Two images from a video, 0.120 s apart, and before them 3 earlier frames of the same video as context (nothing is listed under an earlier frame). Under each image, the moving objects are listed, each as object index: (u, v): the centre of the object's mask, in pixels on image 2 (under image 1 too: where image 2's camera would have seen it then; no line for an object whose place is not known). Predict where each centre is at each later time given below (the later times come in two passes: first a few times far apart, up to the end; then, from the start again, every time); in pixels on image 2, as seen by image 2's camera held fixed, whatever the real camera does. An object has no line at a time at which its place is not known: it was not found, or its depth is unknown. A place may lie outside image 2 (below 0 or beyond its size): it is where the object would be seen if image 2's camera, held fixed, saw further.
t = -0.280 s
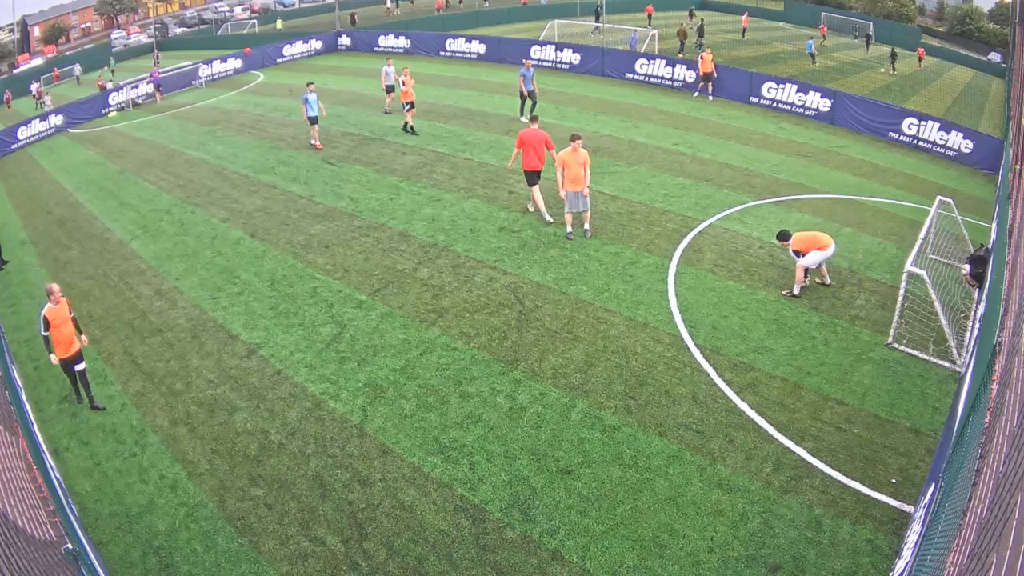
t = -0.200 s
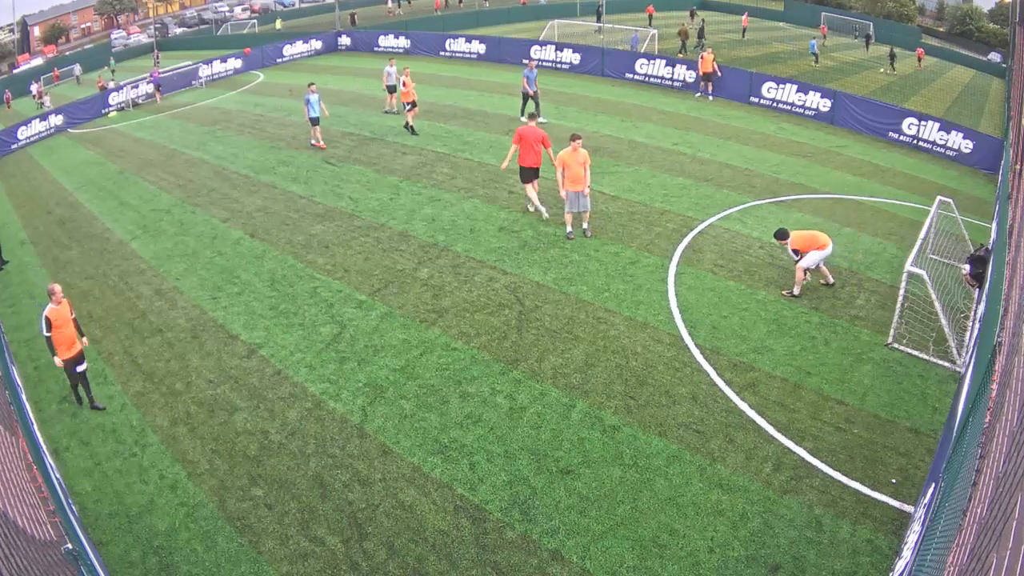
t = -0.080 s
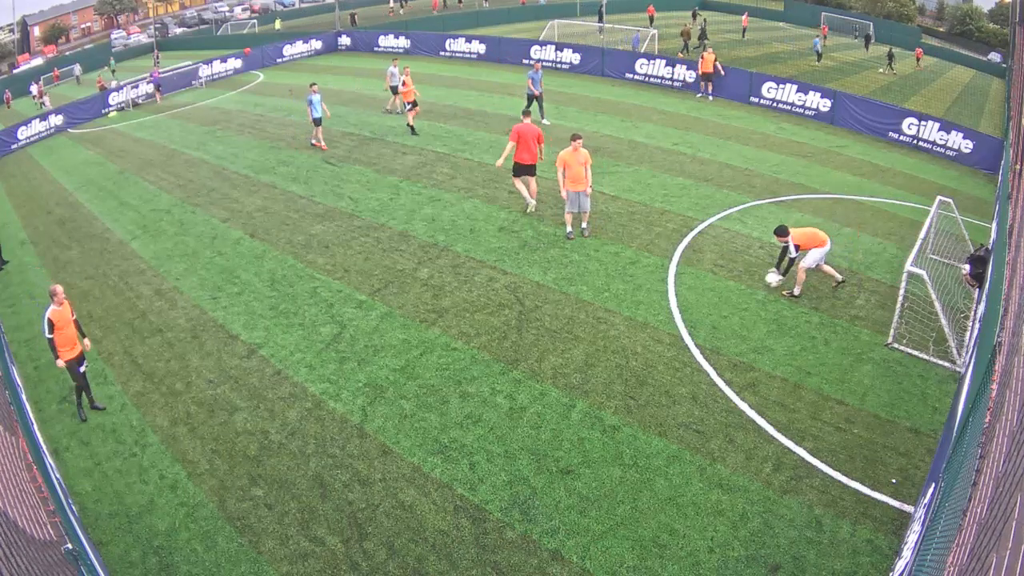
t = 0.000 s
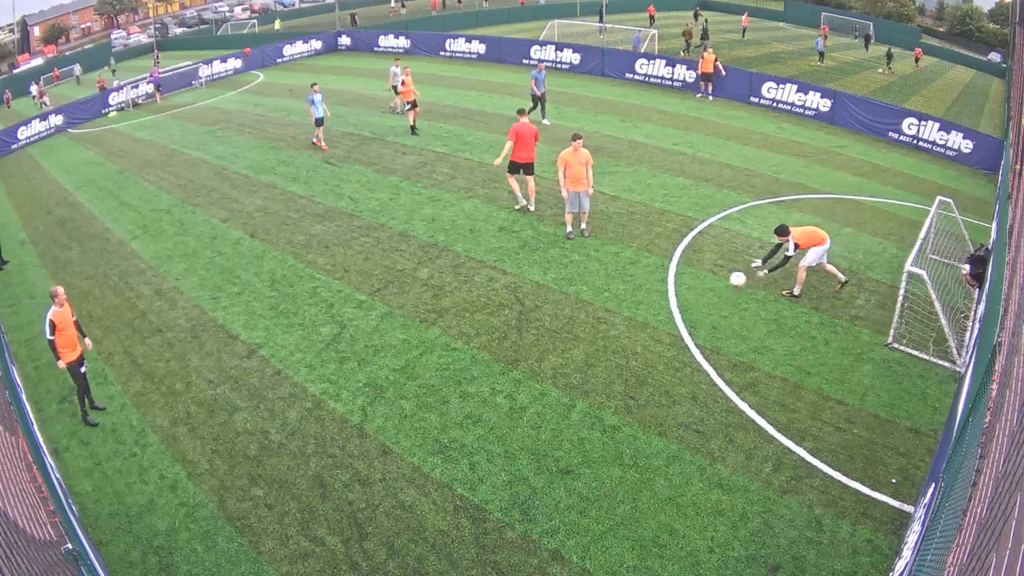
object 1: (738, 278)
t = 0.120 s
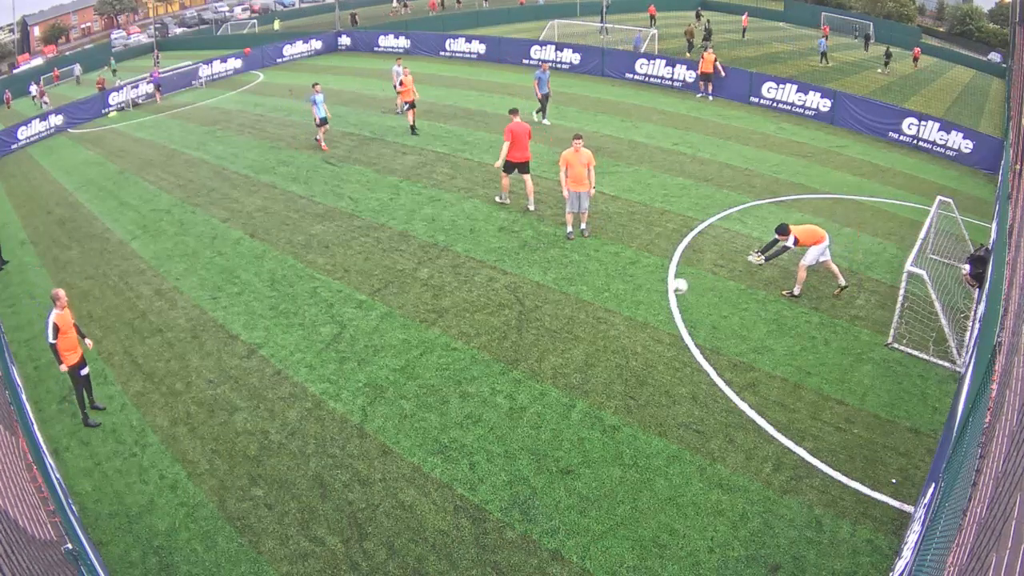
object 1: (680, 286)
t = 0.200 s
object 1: (636, 296)
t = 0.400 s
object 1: (529, 317)
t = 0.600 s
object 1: (430, 336)
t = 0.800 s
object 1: (343, 353)
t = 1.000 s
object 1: (268, 368)
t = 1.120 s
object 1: (227, 375)
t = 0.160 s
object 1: (657, 290)
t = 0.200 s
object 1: (636, 296)
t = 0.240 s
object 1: (613, 303)
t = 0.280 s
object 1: (590, 311)
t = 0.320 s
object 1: (568, 317)
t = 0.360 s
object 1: (549, 317)
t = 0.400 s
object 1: (529, 317)
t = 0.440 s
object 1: (510, 318)
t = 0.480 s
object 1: (490, 321)
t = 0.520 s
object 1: (470, 325)
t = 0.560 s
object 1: (450, 330)
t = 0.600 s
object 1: (430, 336)
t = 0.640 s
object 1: (410, 344)
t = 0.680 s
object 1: (392, 346)
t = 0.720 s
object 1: (376, 347)
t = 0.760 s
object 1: (359, 349)
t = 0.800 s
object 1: (343, 353)
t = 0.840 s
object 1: (327, 358)
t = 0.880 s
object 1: (312, 361)
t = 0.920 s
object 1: (297, 362)
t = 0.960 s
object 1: (282, 365)
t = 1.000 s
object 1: (268, 368)
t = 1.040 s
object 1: (255, 372)
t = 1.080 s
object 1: (241, 374)
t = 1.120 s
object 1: (227, 375)
